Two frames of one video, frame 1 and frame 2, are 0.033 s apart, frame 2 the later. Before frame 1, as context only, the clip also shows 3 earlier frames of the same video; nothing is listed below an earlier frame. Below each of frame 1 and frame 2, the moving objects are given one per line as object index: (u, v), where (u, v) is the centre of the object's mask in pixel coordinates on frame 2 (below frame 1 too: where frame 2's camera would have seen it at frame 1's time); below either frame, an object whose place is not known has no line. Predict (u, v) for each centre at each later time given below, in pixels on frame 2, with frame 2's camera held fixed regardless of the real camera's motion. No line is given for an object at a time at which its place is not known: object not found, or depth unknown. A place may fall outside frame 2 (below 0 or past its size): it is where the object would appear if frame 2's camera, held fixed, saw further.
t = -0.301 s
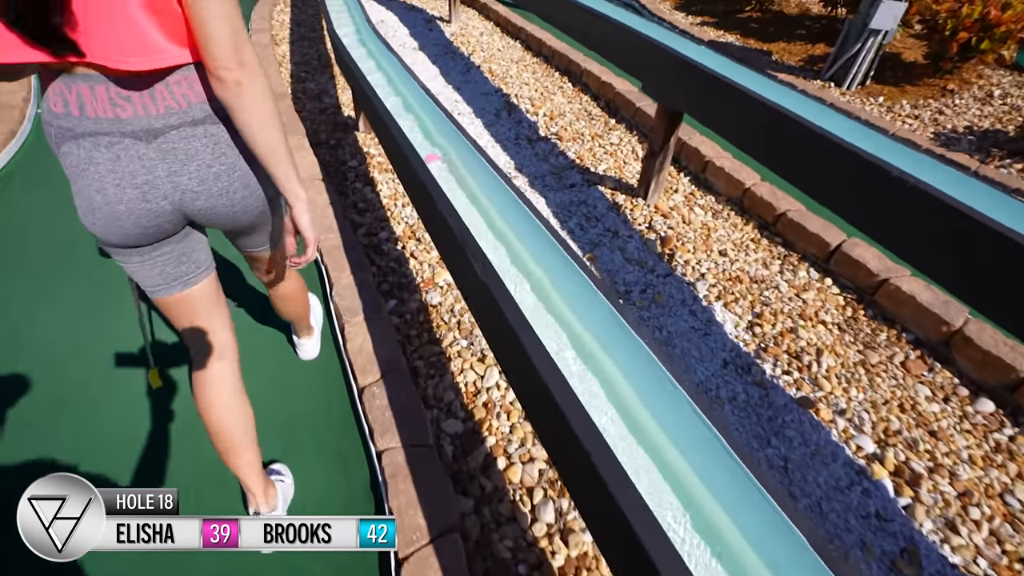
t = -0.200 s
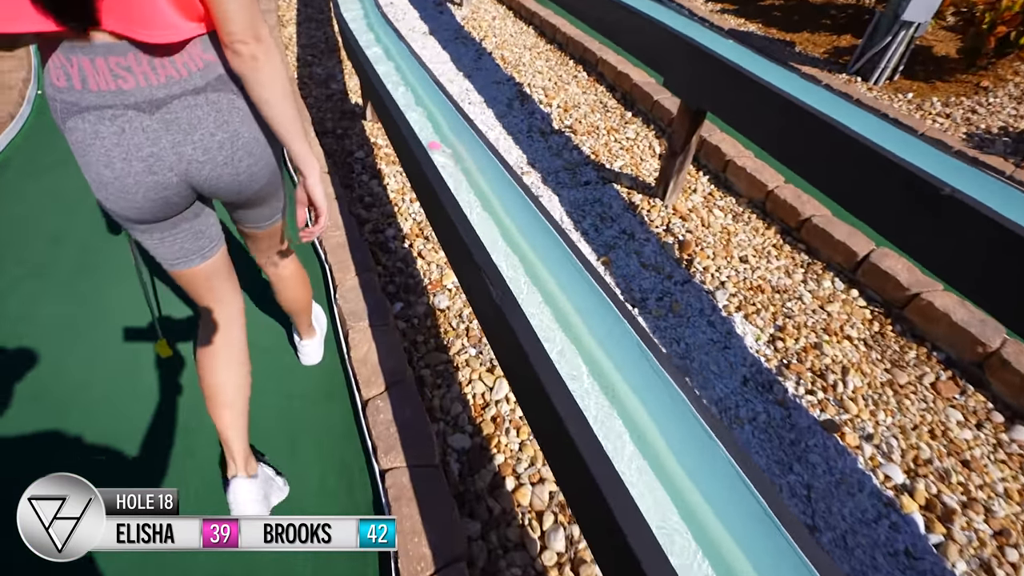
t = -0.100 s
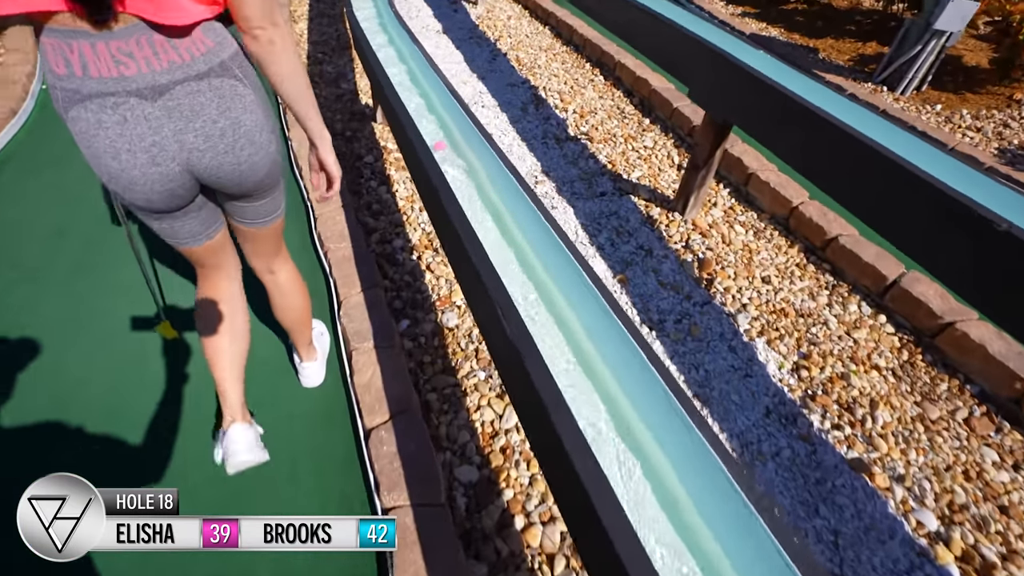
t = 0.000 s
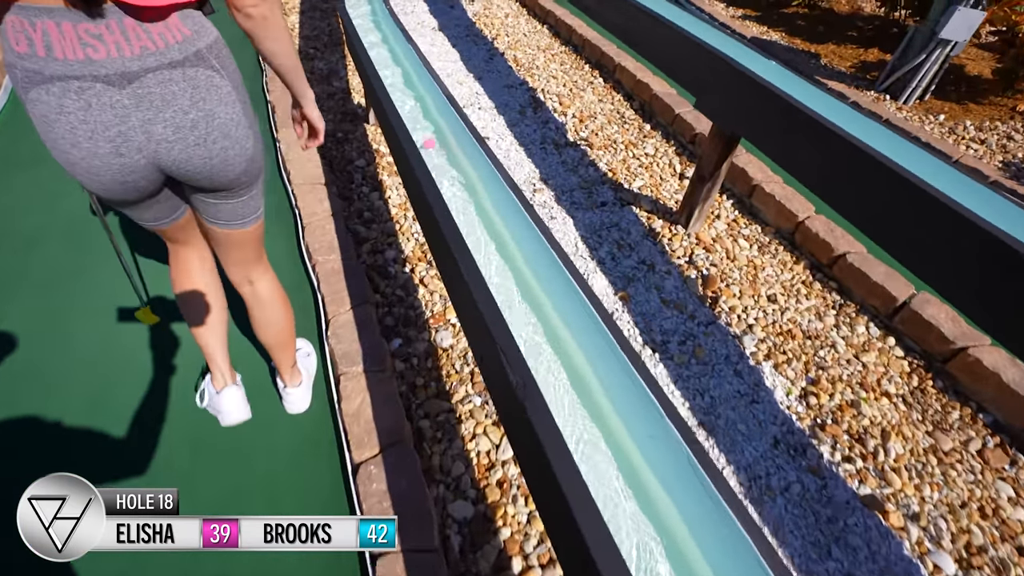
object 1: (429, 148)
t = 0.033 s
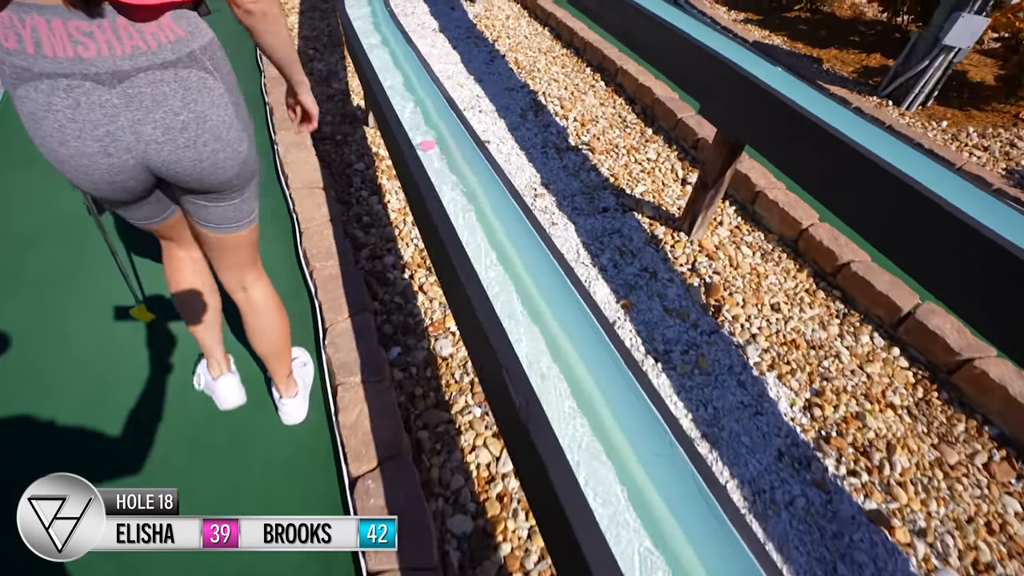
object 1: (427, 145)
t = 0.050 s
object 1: (426, 144)
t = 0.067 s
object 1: (425, 142)
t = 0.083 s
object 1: (424, 141)
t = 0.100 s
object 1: (422, 138)
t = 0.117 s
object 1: (421, 137)
